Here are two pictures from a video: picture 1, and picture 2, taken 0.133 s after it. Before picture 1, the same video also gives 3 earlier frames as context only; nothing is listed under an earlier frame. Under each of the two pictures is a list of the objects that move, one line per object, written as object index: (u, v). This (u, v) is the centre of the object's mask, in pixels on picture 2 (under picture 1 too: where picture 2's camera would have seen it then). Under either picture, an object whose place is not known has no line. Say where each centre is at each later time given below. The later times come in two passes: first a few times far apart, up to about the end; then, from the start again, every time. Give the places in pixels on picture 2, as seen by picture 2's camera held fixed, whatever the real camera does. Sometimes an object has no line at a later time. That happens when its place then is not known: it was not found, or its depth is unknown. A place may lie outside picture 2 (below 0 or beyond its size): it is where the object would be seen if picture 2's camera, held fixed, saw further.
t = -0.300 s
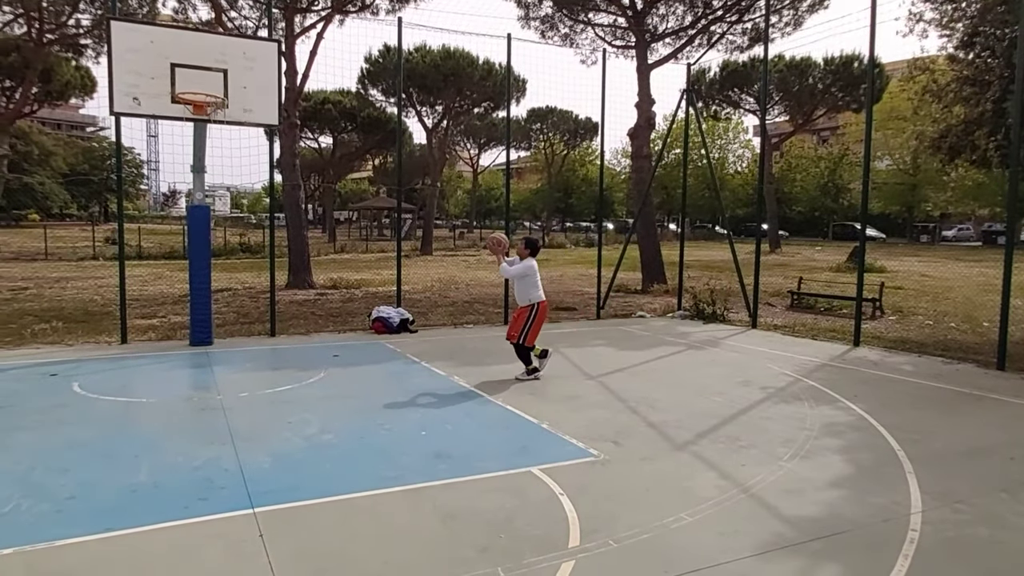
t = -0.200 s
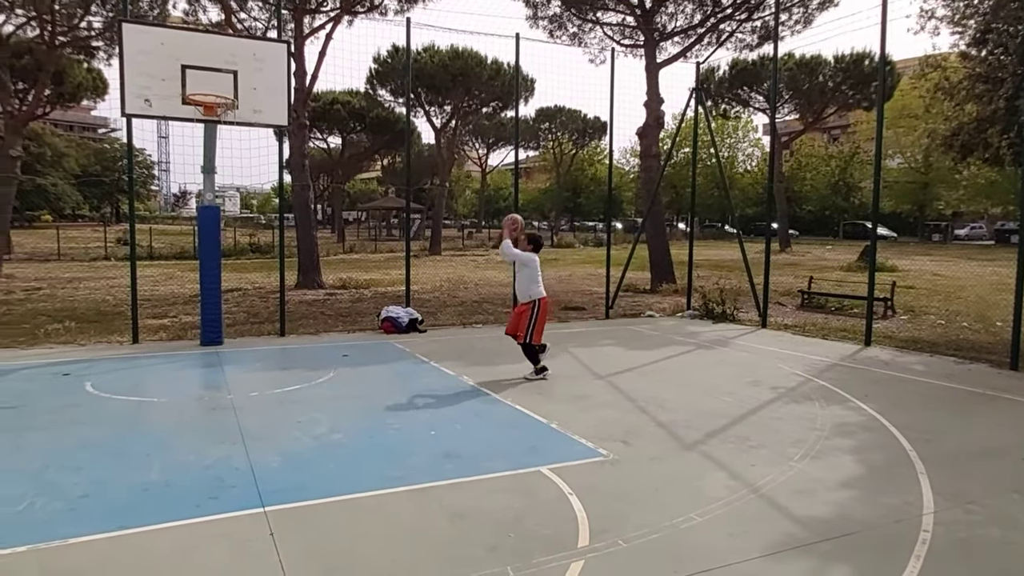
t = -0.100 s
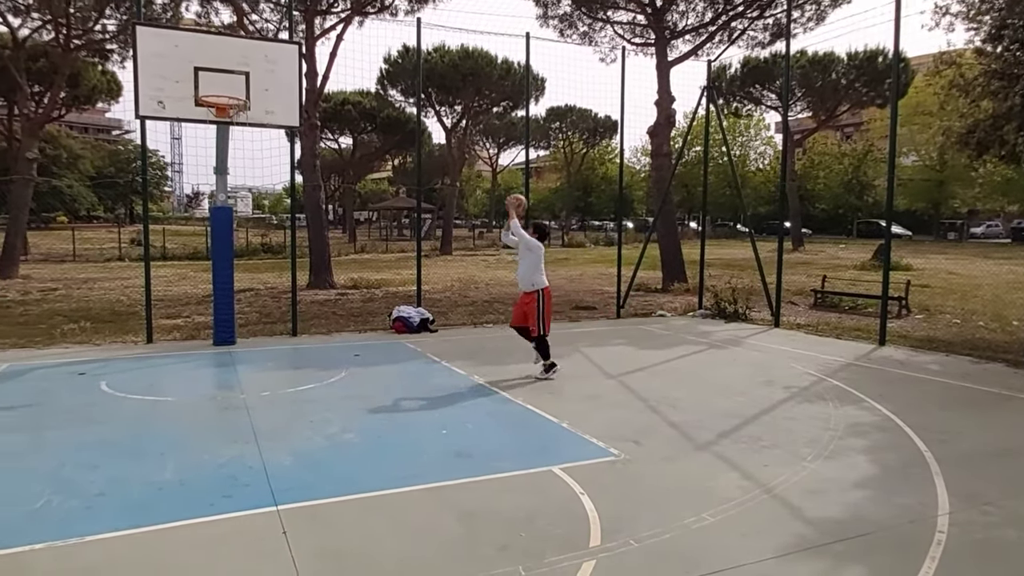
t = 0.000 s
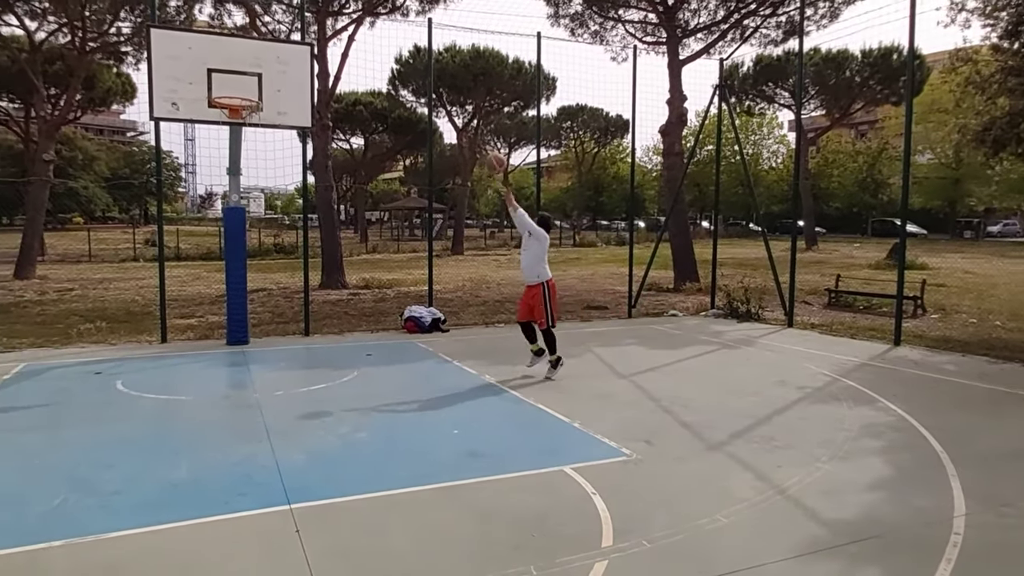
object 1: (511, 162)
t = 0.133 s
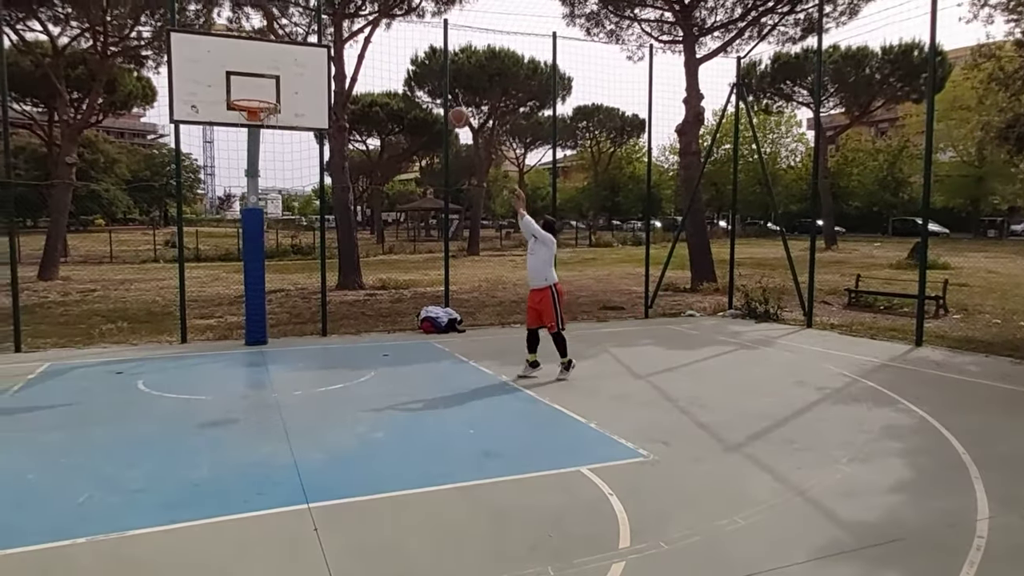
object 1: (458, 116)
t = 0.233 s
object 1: (421, 92)
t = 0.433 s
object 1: (347, 71)
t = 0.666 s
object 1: (269, 92)
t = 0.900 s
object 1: (240, 124)
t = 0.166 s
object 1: (446, 107)
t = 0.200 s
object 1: (433, 100)
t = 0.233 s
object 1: (421, 92)
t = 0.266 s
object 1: (408, 85)
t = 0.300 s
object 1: (396, 82)
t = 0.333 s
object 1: (383, 79)
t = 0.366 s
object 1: (371, 76)
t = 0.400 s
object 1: (359, 74)
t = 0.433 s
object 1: (347, 71)
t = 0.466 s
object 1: (335, 71)
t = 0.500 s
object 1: (323, 74)
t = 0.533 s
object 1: (311, 77)
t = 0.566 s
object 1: (300, 80)
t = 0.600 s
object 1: (288, 84)
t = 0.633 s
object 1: (277, 88)
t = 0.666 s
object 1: (269, 92)
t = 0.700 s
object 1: (263, 93)
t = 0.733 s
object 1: (257, 94)
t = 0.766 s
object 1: (248, 100)
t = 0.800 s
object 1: (245, 102)
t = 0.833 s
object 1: (241, 111)
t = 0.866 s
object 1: (241, 116)
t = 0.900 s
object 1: (240, 124)
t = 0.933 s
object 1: (240, 133)
